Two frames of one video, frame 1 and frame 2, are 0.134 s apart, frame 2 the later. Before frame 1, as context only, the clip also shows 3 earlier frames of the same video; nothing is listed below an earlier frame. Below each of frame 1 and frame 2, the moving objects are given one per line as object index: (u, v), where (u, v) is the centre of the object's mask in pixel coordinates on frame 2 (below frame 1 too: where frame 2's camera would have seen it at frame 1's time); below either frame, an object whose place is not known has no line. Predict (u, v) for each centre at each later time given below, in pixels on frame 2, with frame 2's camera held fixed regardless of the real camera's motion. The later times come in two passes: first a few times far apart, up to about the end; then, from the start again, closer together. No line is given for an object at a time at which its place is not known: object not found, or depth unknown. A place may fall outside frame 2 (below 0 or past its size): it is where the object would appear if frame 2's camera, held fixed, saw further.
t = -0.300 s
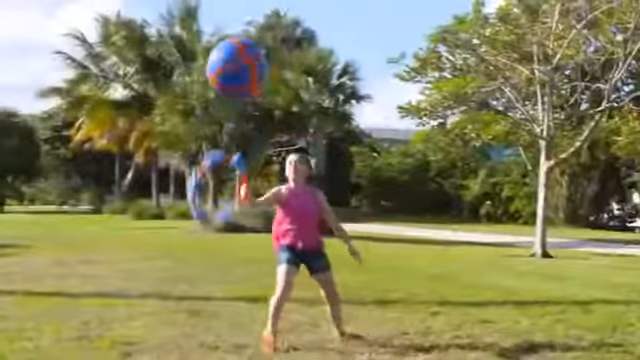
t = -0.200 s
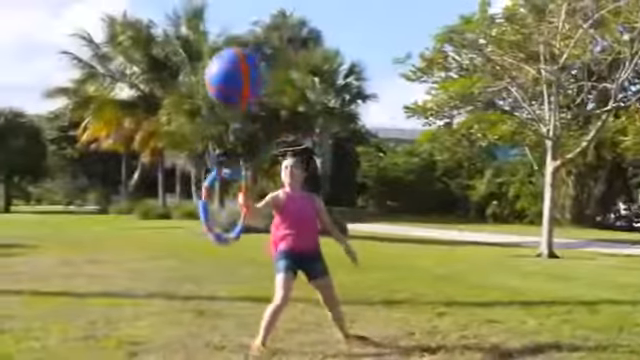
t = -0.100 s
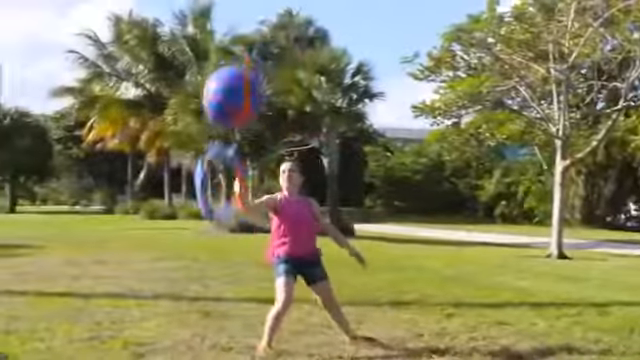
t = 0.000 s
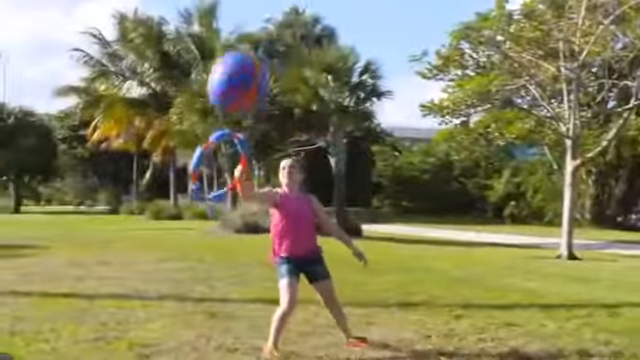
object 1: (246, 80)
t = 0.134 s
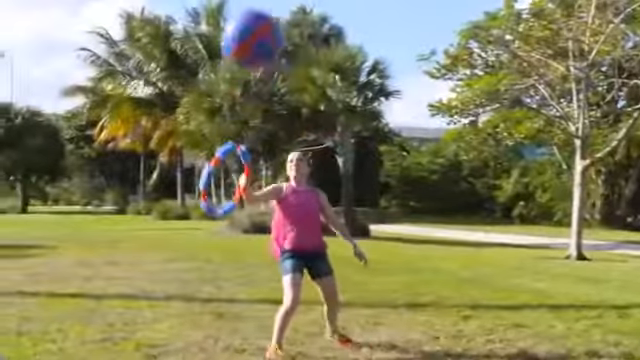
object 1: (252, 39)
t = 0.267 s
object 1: (256, 19)
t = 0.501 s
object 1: (268, 13)
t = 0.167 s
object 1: (255, 31)
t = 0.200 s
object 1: (254, 25)
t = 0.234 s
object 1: (255, 22)
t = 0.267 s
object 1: (256, 19)
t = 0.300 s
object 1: (256, 17)
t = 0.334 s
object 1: (261, 14)
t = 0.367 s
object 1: (262, 13)
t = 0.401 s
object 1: (265, 13)
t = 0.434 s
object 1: (266, 13)
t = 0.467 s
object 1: (267, 13)
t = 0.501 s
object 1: (268, 13)
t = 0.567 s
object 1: (268, 16)
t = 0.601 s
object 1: (269, 16)
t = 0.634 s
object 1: (270, 18)
